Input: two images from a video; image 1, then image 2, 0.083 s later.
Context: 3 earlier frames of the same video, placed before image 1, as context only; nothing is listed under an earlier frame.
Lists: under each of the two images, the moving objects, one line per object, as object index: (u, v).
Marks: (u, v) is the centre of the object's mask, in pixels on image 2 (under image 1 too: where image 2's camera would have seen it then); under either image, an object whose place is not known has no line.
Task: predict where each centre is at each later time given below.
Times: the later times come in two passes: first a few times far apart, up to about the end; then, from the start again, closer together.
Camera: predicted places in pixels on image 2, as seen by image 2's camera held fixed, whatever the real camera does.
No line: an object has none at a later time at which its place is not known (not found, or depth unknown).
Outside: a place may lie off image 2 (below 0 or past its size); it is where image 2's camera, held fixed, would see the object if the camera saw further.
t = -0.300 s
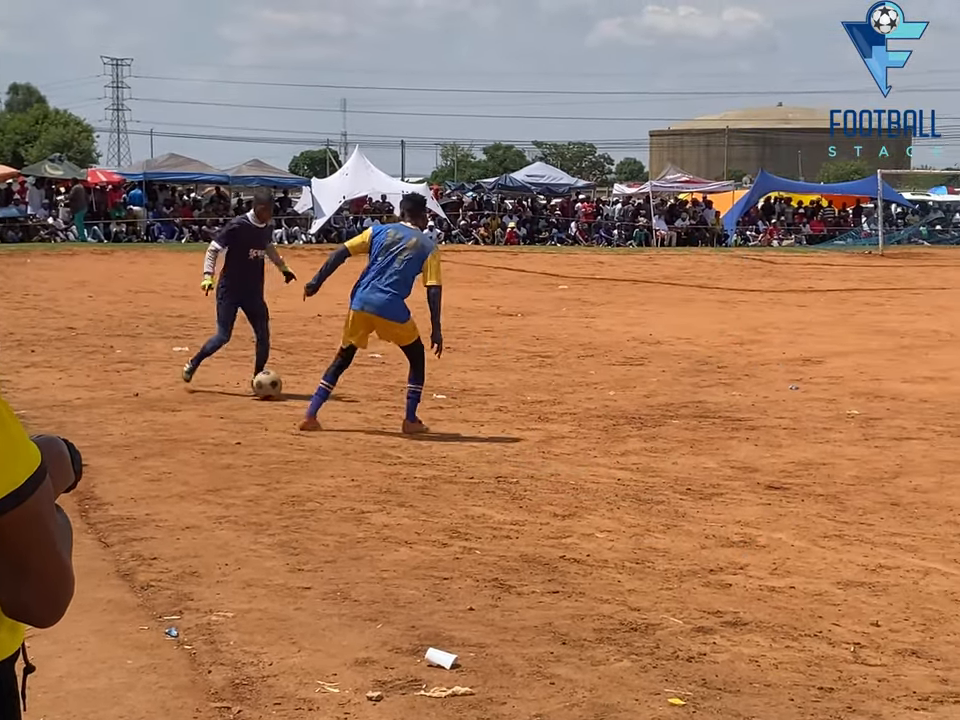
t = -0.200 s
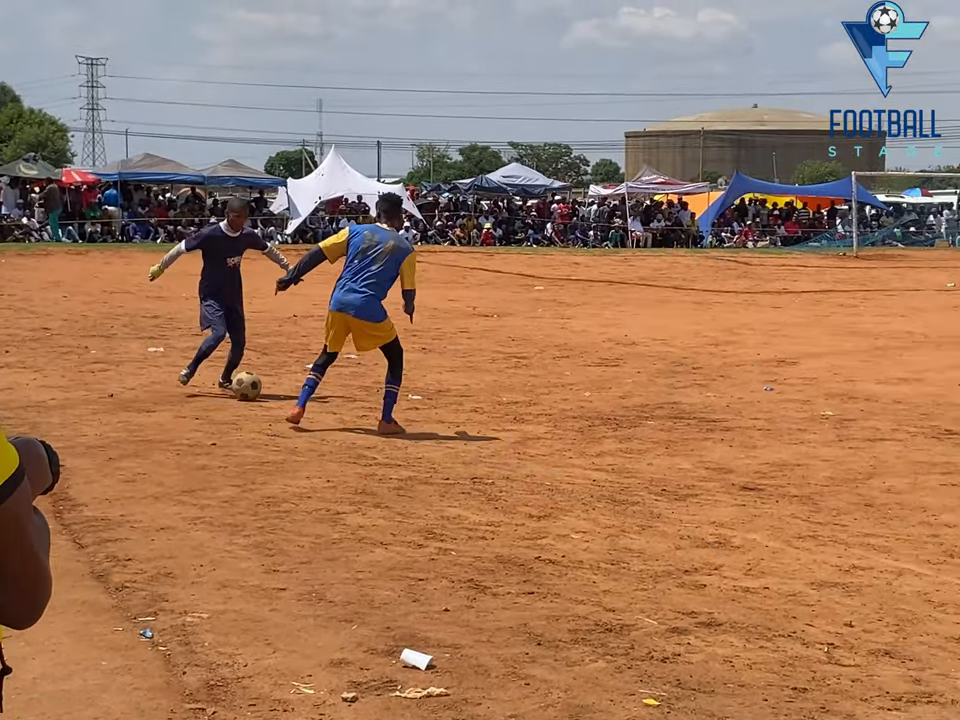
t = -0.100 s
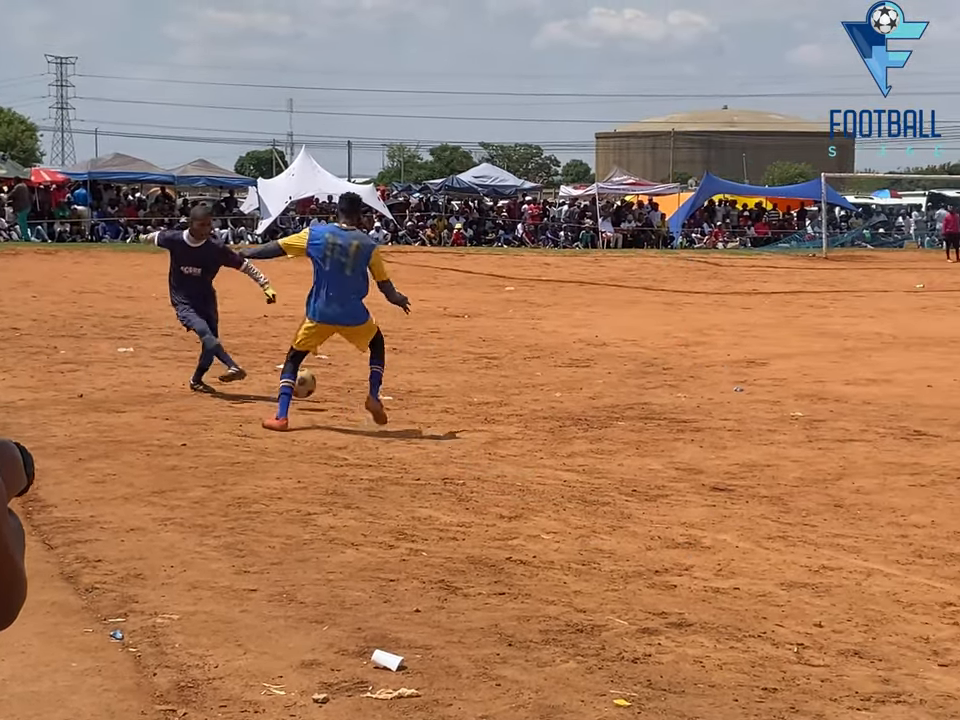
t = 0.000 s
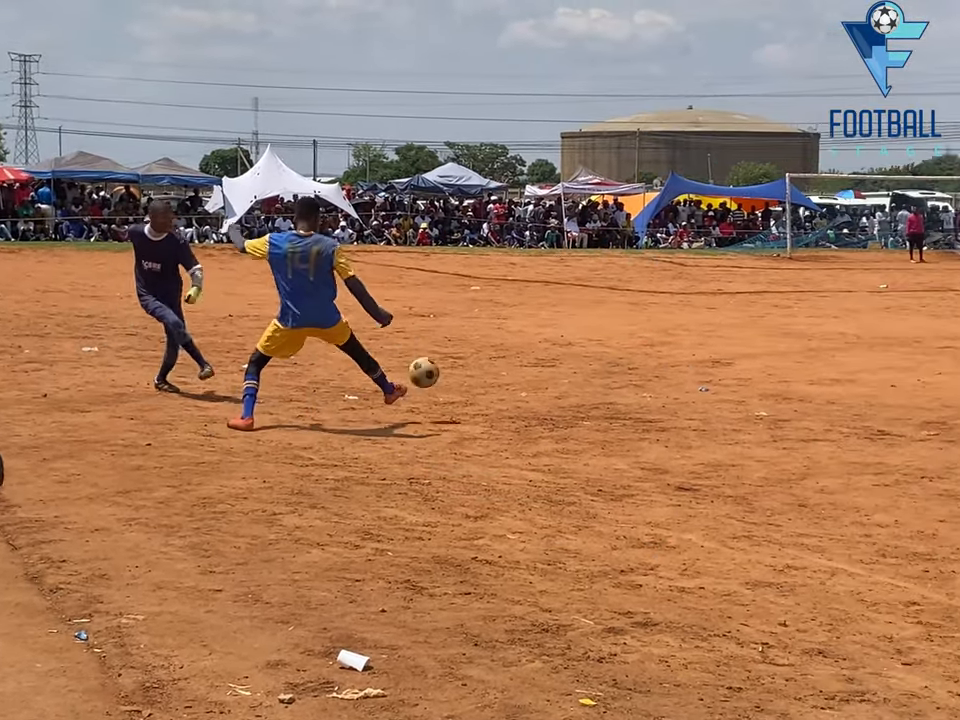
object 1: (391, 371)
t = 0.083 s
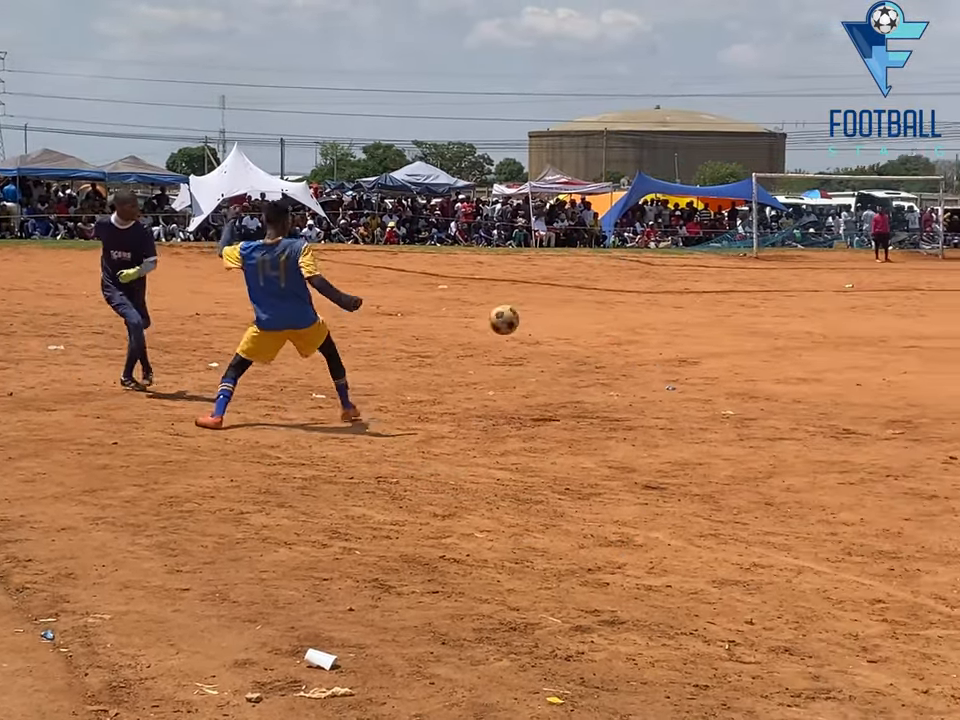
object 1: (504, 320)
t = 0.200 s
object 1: (653, 267)
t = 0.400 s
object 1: (890, 222)
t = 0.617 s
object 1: (1139, 225)
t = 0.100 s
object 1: (526, 311)
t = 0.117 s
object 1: (547, 303)
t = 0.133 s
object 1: (569, 295)
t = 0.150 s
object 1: (590, 287)
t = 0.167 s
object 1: (612, 281)
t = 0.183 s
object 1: (632, 274)
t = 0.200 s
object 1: (653, 267)
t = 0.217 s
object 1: (674, 261)
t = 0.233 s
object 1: (694, 256)
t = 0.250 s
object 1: (714, 251)
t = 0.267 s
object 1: (734, 246)
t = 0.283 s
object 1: (754, 241)
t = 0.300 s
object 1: (774, 238)
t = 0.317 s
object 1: (794, 234)
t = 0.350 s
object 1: (833, 229)
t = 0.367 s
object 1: (852, 227)
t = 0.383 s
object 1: (872, 224)
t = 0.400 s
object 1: (890, 222)
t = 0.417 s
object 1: (909, 219)
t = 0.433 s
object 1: (929, 218)
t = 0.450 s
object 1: (949, 217)
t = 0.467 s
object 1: (967, 218)
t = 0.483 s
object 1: (986, 218)
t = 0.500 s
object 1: (1005, 217)
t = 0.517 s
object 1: (1024, 217)
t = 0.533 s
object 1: (1044, 218)
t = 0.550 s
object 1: (1063, 221)
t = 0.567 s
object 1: (1082, 221)
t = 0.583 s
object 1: (1100, 222)
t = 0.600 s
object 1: (1120, 223)
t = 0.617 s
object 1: (1139, 225)
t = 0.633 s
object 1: (1159, 228)
